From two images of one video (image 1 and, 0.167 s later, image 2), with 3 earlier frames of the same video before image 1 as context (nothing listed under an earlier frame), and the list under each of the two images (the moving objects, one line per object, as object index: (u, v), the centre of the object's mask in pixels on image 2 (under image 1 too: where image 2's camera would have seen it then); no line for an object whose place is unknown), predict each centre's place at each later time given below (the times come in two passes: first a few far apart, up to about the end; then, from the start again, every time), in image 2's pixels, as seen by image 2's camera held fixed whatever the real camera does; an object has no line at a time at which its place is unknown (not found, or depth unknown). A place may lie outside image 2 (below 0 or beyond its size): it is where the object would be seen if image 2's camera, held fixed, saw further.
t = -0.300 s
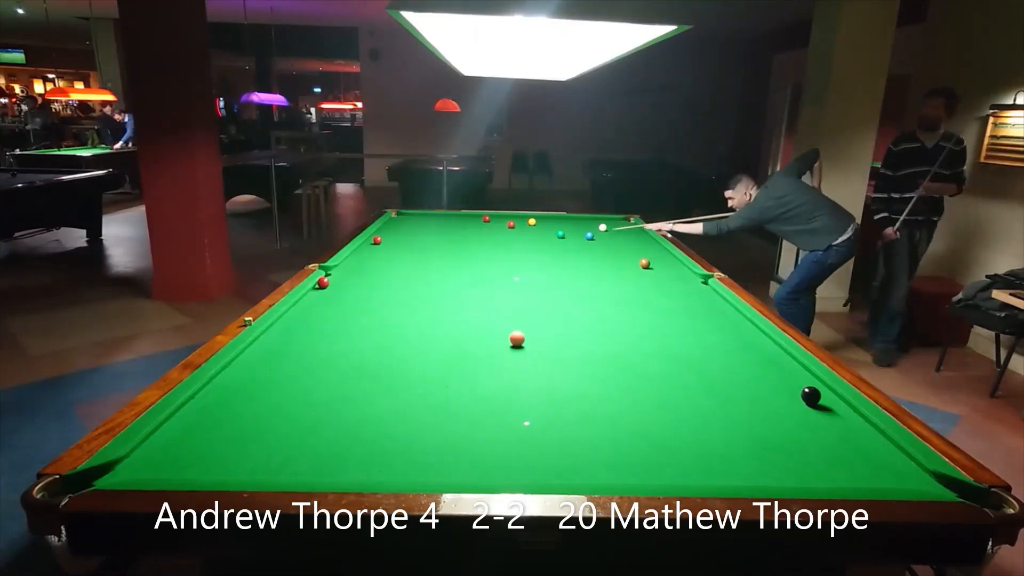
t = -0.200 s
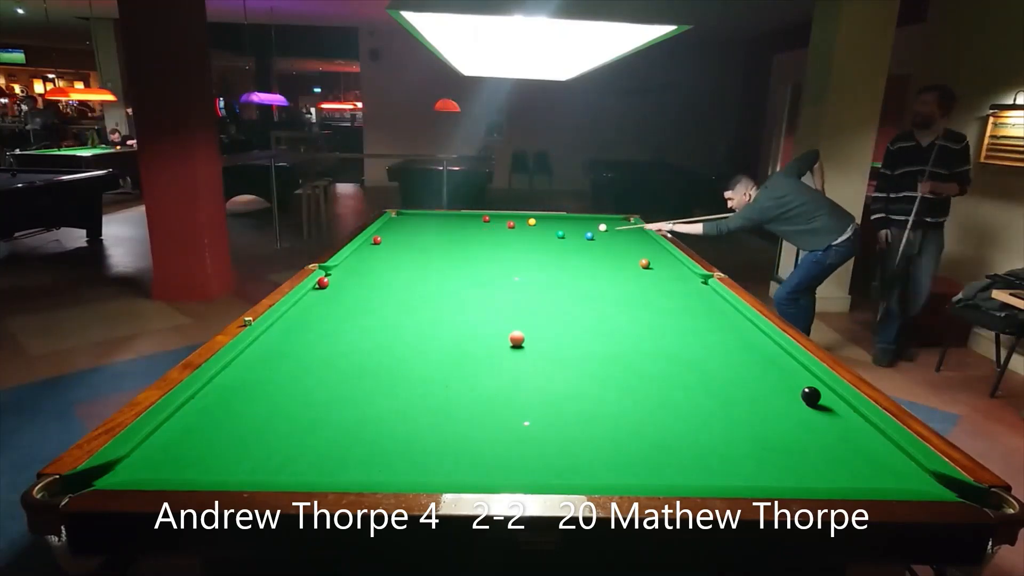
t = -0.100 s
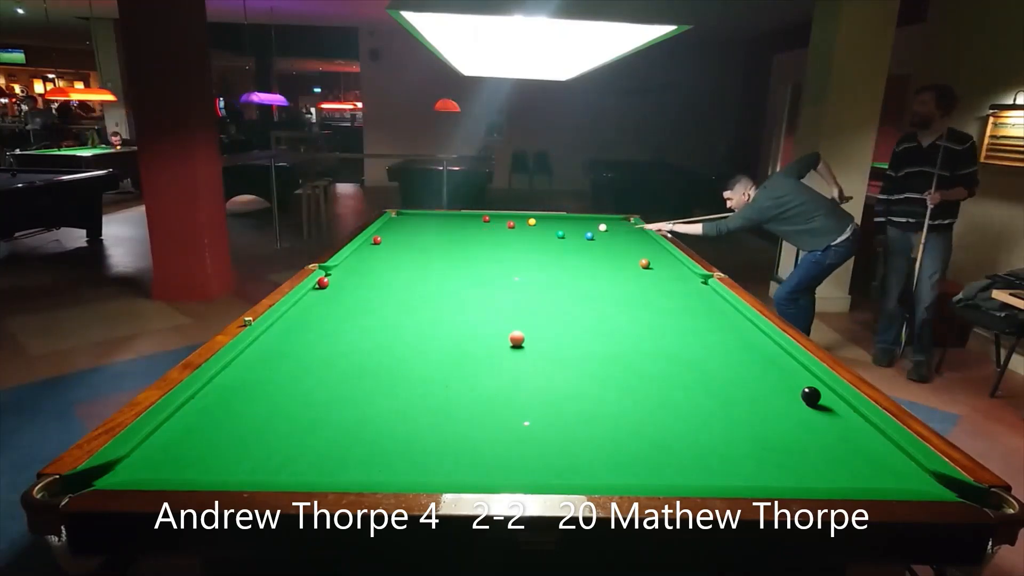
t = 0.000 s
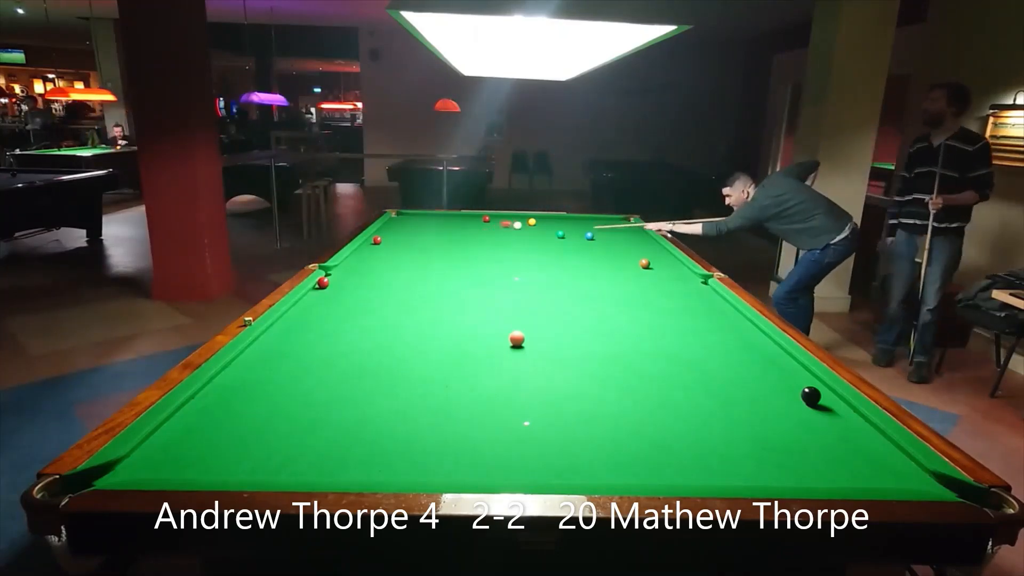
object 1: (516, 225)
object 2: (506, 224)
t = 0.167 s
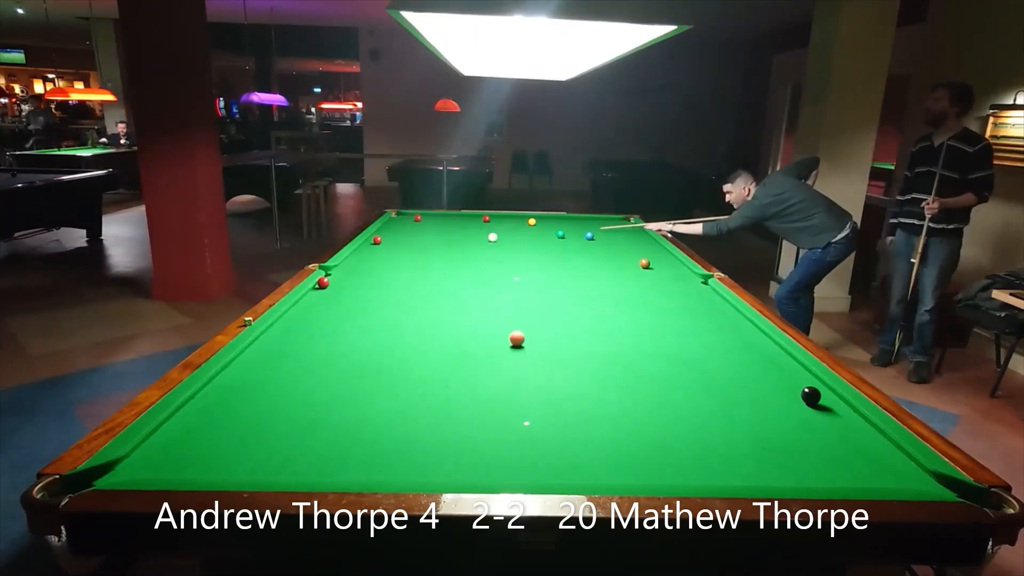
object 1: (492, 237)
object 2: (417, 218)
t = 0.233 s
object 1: (482, 243)
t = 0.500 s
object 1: (445, 265)
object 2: (485, 251)
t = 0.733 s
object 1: (411, 286)
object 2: (549, 283)
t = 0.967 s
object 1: (381, 306)
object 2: (623, 319)
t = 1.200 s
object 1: (358, 322)
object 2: (714, 365)
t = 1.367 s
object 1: (347, 330)
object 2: (790, 403)
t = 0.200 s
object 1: (487, 240)
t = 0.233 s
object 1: (482, 243)
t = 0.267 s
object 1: (479, 245)
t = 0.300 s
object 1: (474, 248)
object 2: (442, 230)
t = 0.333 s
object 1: (468, 252)
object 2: (450, 234)
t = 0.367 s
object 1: (465, 253)
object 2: (456, 236)
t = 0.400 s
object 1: (460, 256)
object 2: (462, 240)
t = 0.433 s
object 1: (454, 260)
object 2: (472, 244)
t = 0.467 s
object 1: (450, 262)
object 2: (477, 247)
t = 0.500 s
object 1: (445, 265)
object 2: (485, 251)
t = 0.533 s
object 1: (439, 269)
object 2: (495, 256)
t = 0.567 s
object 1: (436, 271)
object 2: (501, 259)
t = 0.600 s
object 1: (431, 274)
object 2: (510, 263)
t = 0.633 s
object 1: (425, 277)
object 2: (521, 269)
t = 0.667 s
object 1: (421, 280)
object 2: (527, 272)
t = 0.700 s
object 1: (416, 283)
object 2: (537, 277)
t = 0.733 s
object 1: (411, 286)
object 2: (549, 283)
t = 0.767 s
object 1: (407, 289)
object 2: (556, 286)
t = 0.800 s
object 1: (403, 292)
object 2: (567, 291)
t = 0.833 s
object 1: (397, 296)
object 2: (580, 298)
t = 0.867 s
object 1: (394, 297)
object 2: (589, 302)
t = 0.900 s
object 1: (390, 300)
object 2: (600, 307)
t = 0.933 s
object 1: (384, 304)
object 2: (614, 315)
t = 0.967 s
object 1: (381, 306)
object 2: (623, 319)
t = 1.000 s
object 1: (378, 308)
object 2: (635, 325)
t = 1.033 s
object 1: (373, 312)
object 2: (651, 333)
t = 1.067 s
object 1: (370, 313)
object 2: (660, 338)
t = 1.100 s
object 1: (367, 316)
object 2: (673, 344)
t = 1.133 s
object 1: (363, 318)
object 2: (690, 352)
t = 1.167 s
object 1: (360, 320)
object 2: (700, 358)
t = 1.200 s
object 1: (358, 322)
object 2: (714, 365)
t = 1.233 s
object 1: (355, 324)
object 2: (732, 374)
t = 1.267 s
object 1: (353, 325)
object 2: (743, 379)
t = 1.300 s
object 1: (350, 327)
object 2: (761, 388)
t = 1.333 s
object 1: (349, 328)
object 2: (772, 394)
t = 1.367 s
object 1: (347, 330)
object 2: (790, 403)
